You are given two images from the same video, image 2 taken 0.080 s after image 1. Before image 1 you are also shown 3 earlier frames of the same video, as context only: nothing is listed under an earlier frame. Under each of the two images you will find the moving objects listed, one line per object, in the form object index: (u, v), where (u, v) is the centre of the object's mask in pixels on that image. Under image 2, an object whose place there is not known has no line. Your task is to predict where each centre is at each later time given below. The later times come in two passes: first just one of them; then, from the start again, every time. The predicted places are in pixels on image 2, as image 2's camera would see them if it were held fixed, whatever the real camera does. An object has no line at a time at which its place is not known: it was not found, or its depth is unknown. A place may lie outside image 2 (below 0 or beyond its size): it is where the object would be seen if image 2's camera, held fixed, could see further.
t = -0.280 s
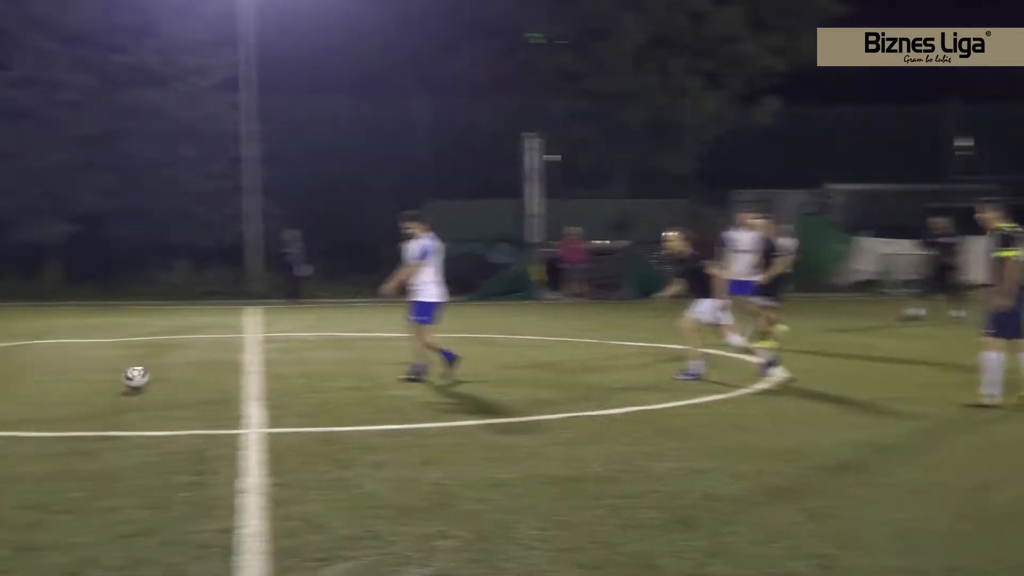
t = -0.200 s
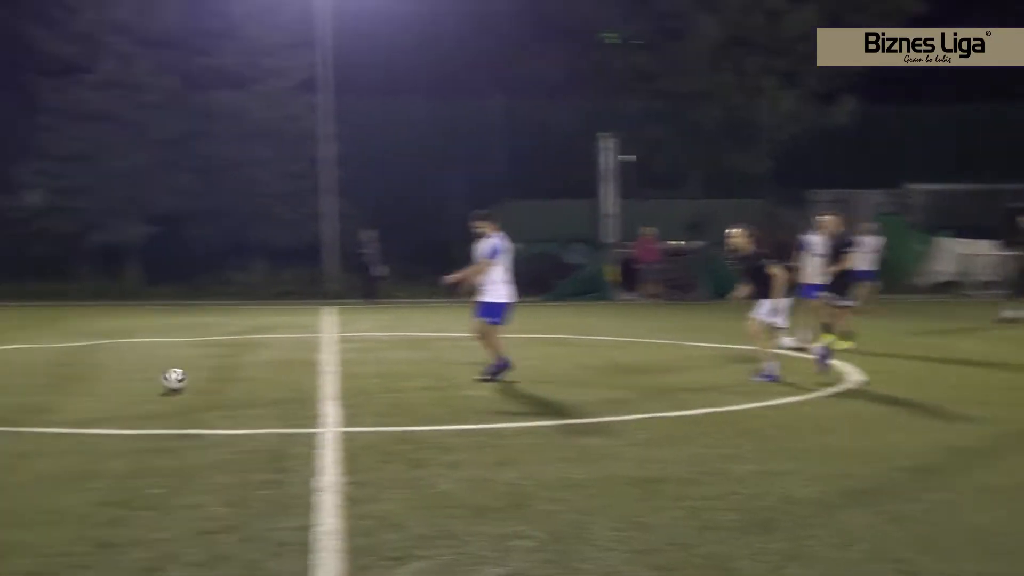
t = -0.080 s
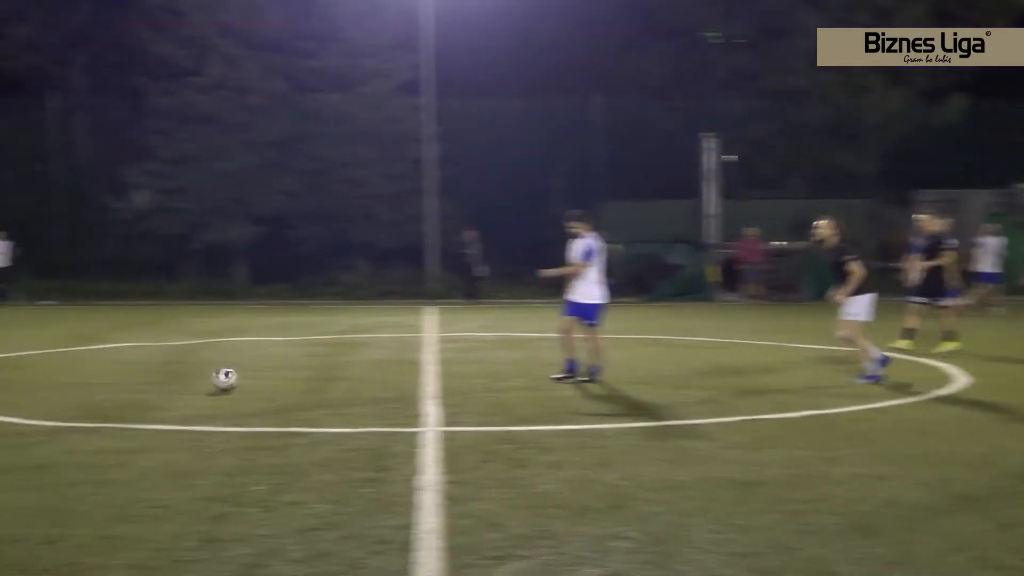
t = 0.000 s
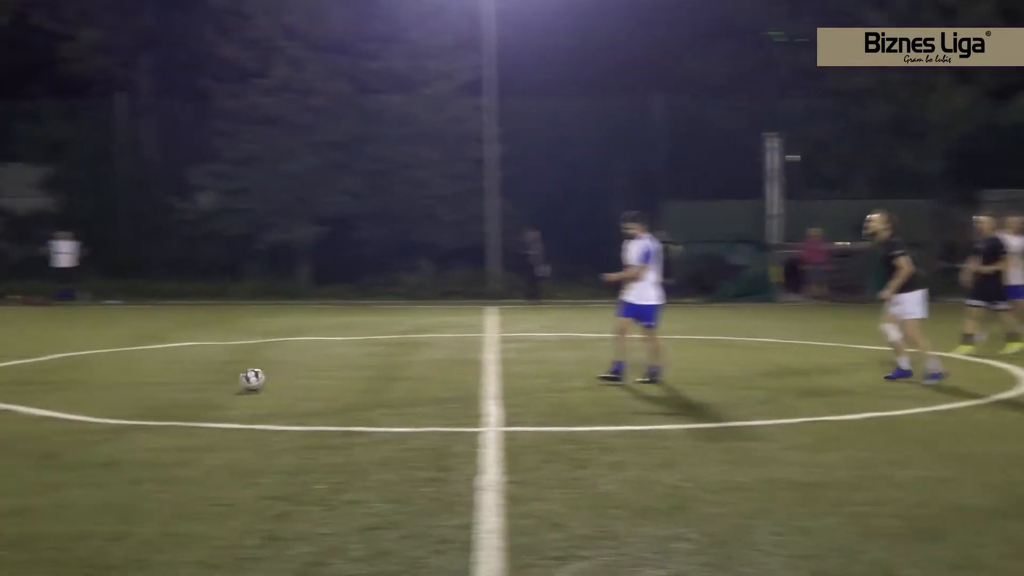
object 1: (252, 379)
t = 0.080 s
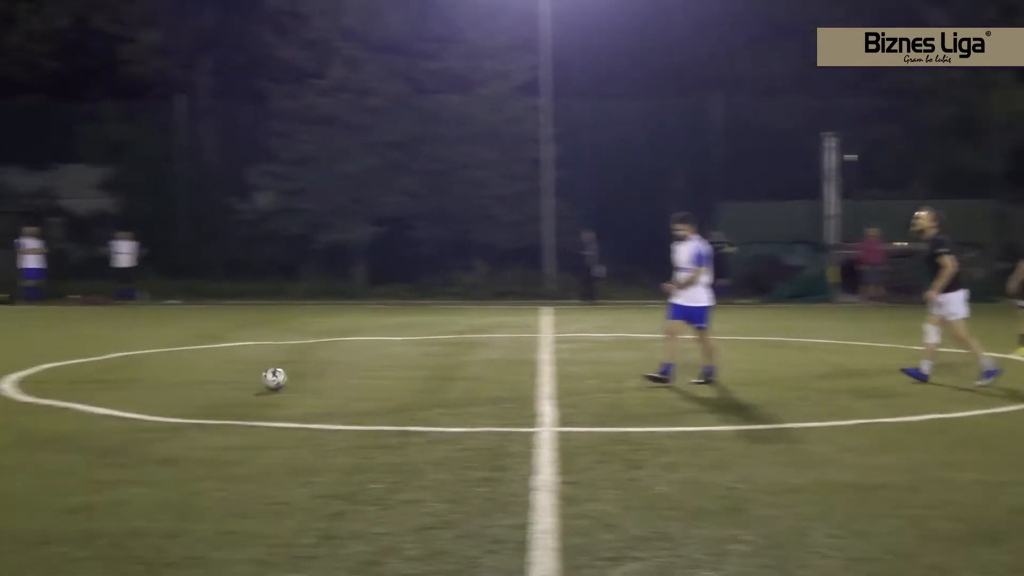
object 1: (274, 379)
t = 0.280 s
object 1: (186, 380)
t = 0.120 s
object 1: (257, 380)
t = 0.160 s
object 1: (238, 380)
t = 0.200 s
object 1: (221, 380)
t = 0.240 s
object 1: (203, 380)
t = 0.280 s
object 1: (186, 380)
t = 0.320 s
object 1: (169, 381)
